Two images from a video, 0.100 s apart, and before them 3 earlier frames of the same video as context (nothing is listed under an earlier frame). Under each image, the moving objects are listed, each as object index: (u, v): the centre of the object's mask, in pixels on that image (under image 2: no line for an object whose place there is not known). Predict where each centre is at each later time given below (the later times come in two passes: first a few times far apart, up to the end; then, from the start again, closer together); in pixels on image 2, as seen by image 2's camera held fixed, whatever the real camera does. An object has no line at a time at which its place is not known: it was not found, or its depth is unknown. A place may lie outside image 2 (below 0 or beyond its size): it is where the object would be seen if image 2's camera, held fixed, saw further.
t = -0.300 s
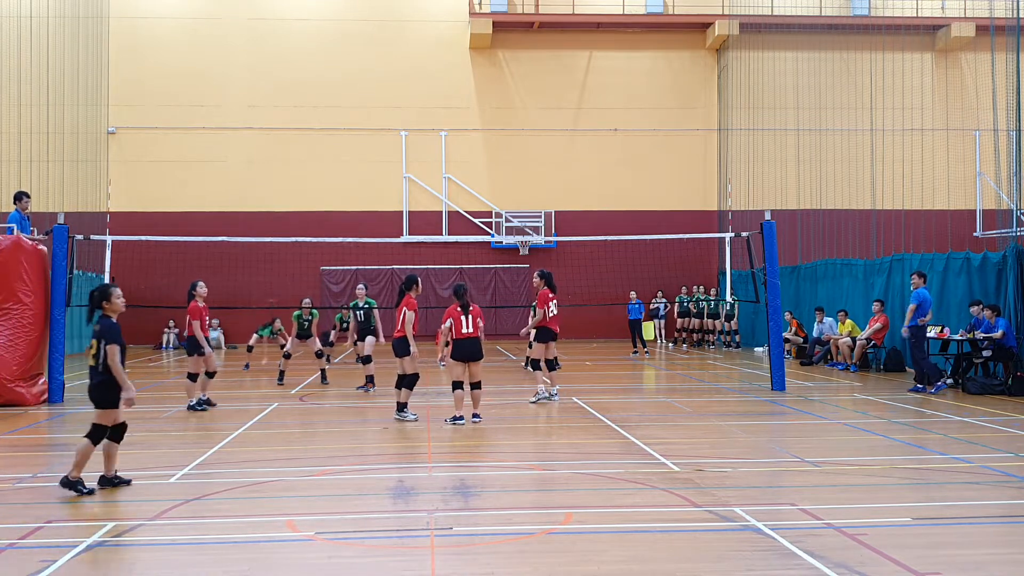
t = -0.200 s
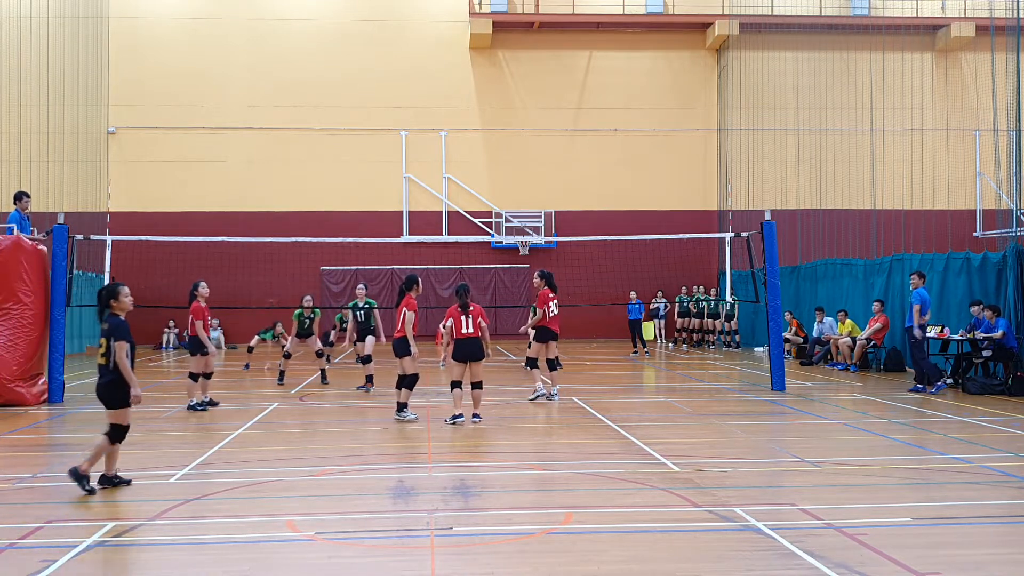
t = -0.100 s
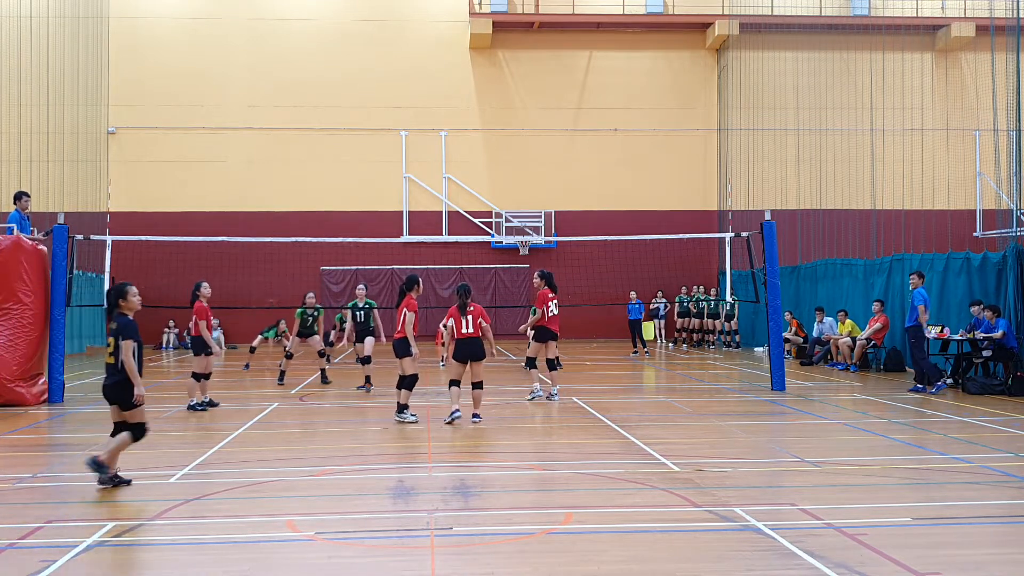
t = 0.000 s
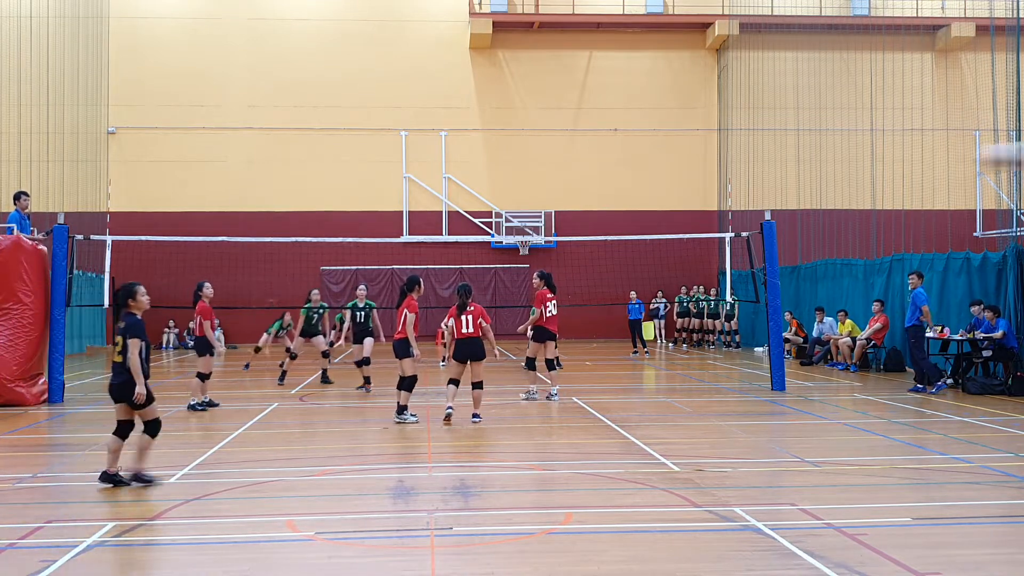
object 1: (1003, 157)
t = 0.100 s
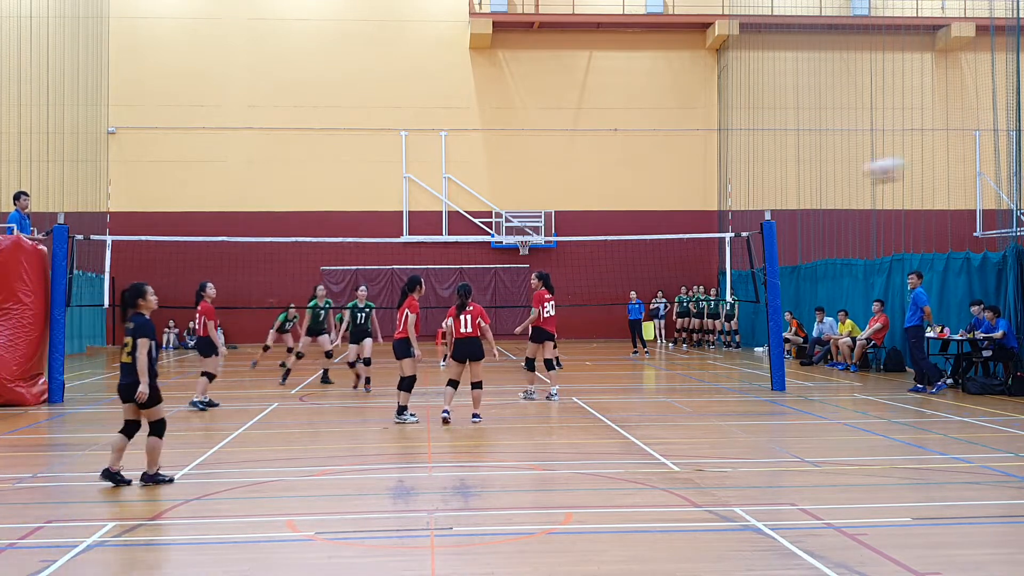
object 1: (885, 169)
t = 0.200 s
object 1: (811, 189)
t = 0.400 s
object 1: (725, 234)
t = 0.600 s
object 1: (672, 284)
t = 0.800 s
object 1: (675, 286)
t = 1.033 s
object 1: (686, 324)
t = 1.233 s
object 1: (695, 387)
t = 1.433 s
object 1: (700, 348)
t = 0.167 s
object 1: (833, 182)
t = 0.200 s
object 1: (811, 189)
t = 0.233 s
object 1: (791, 197)
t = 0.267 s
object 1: (776, 203)
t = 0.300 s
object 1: (761, 212)
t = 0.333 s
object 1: (749, 220)
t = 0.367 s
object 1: (737, 227)
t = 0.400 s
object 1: (725, 234)
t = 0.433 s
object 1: (714, 246)
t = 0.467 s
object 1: (705, 253)
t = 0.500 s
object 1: (695, 261)
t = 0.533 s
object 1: (686, 270)
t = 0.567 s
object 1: (678, 278)
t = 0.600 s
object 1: (672, 284)
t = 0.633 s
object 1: (671, 284)
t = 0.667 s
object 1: (671, 283)
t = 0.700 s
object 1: (672, 283)
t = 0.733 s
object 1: (673, 283)
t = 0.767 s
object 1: (674, 285)
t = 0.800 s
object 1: (675, 286)
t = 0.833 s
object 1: (677, 289)
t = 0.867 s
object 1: (678, 292)
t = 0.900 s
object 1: (679, 298)
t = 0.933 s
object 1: (682, 303)
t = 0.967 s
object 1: (683, 309)
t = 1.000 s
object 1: (684, 316)
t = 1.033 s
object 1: (686, 324)
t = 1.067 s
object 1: (688, 332)
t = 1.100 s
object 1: (689, 341)
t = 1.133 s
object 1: (691, 350)
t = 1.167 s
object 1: (692, 362)
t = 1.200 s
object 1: (693, 374)
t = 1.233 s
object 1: (695, 387)
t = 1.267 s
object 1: (696, 388)
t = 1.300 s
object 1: (697, 377)
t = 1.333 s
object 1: (698, 369)
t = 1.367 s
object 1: (699, 361)
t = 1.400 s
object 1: (699, 354)
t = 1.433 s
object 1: (700, 348)
